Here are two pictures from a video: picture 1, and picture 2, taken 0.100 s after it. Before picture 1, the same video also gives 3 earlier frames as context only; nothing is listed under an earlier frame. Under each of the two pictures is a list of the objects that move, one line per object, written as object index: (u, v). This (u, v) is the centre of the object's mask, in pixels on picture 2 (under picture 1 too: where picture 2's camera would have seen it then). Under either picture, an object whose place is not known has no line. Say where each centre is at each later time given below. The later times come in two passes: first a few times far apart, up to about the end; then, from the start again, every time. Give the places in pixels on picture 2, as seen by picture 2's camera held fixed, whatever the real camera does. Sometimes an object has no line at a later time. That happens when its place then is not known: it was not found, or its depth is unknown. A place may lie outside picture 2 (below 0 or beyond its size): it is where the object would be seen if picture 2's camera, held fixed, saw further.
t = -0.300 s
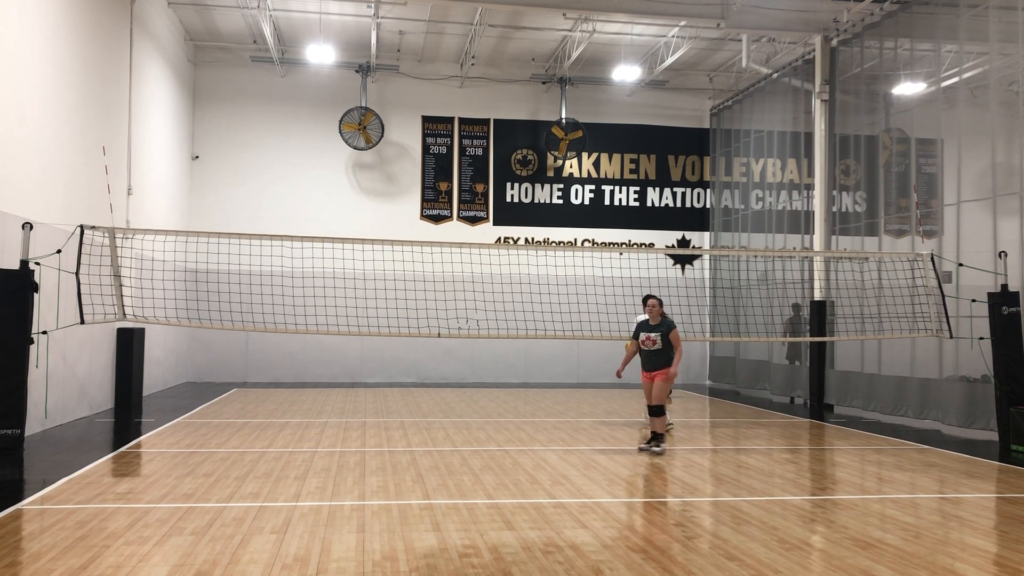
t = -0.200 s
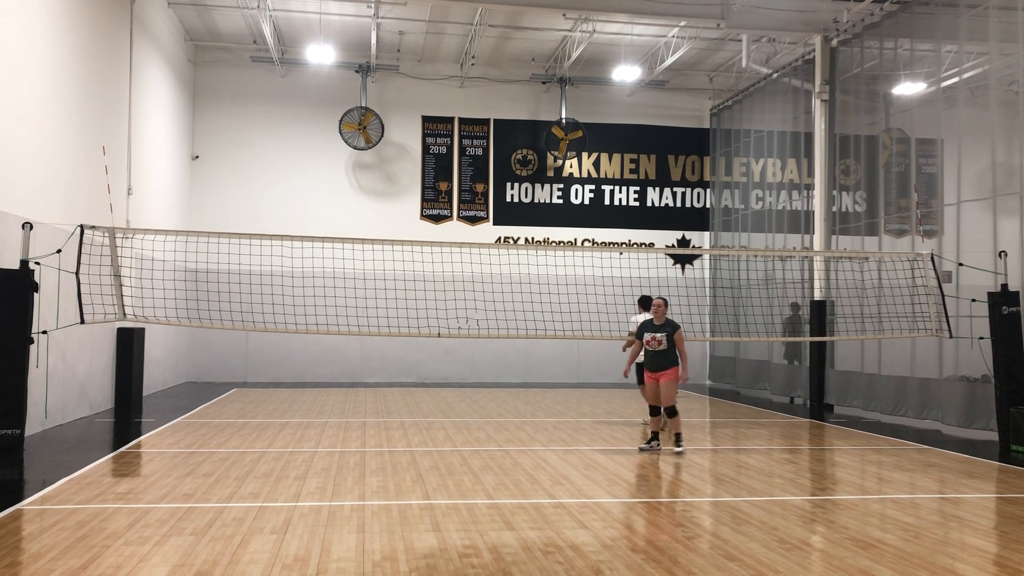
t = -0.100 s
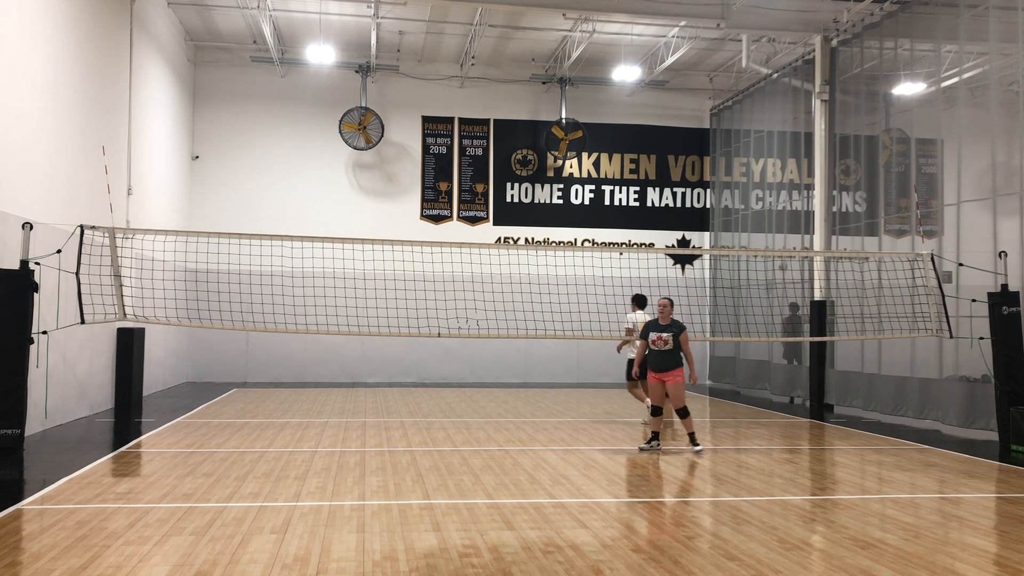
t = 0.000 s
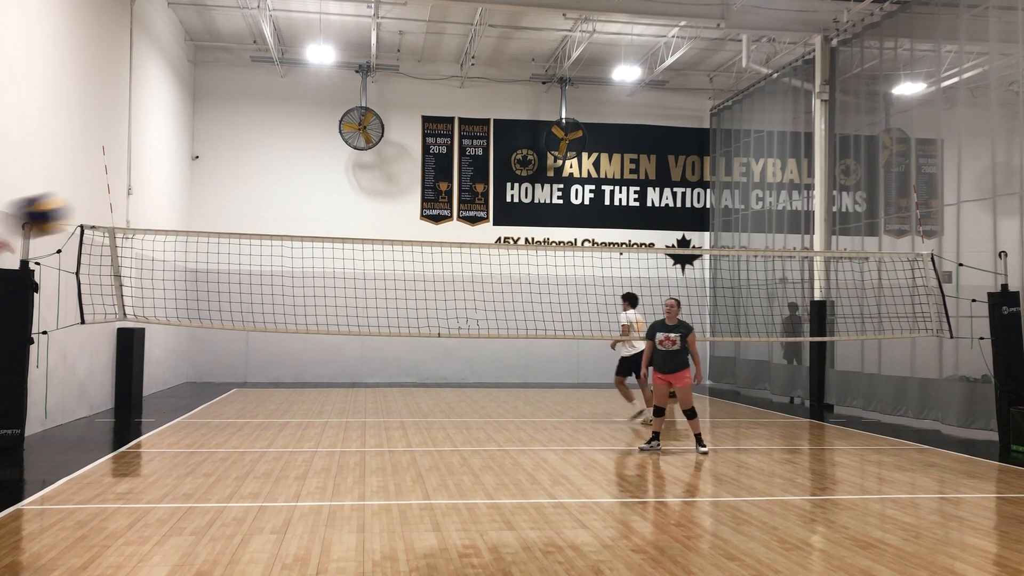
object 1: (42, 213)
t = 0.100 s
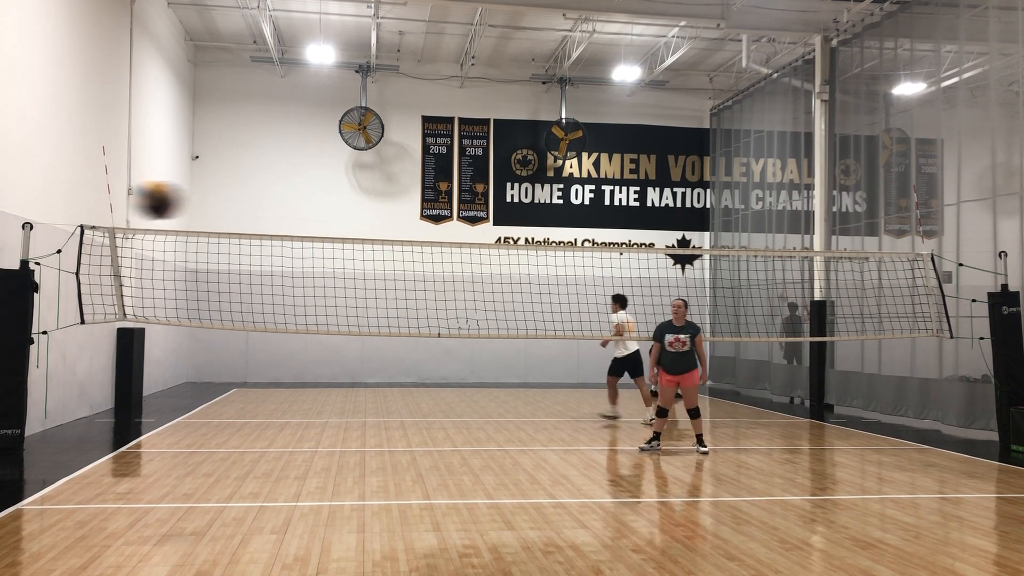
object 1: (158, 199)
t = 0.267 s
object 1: (311, 214)
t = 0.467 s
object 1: (442, 272)
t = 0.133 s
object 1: (192, 199)
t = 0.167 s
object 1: (224, 200)
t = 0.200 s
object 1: (255, 203)
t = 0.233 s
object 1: (285, 209)
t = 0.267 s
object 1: (311, 214)
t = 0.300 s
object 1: (336, 221)
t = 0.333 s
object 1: (361, 229)
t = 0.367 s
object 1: (383, 238)
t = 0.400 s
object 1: (404, 248)
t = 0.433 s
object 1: (424, 259)
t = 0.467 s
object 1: (442, 272)
